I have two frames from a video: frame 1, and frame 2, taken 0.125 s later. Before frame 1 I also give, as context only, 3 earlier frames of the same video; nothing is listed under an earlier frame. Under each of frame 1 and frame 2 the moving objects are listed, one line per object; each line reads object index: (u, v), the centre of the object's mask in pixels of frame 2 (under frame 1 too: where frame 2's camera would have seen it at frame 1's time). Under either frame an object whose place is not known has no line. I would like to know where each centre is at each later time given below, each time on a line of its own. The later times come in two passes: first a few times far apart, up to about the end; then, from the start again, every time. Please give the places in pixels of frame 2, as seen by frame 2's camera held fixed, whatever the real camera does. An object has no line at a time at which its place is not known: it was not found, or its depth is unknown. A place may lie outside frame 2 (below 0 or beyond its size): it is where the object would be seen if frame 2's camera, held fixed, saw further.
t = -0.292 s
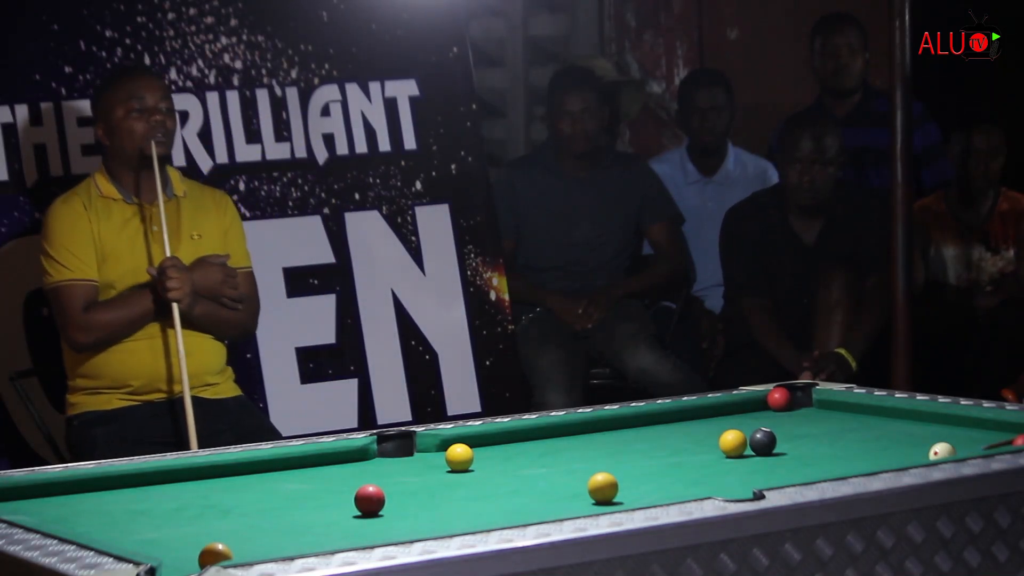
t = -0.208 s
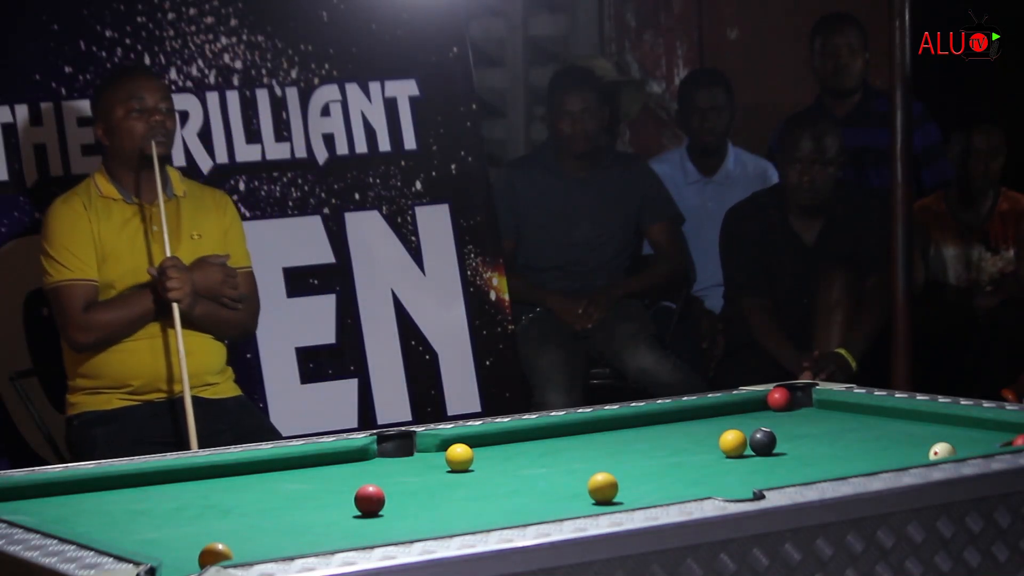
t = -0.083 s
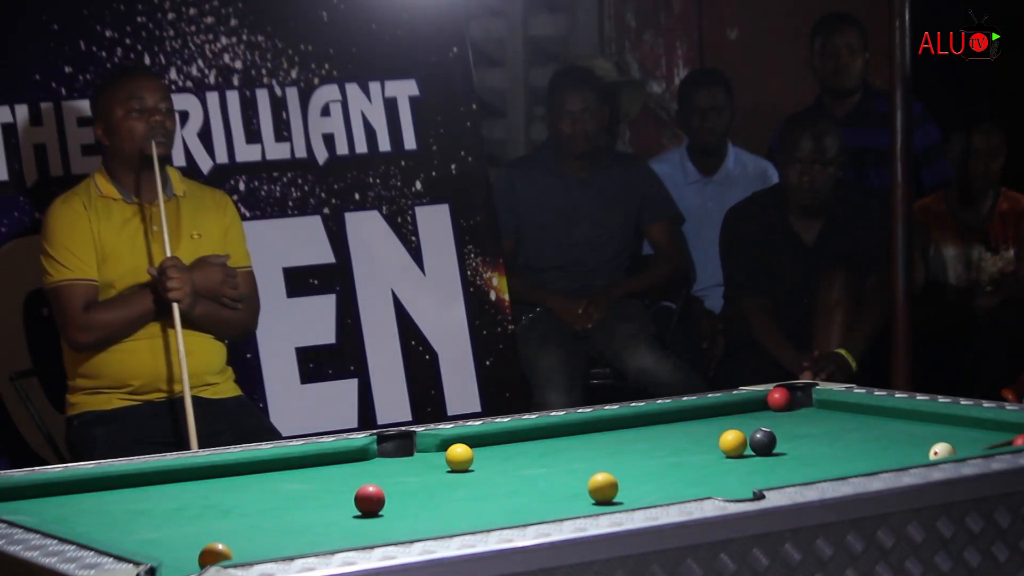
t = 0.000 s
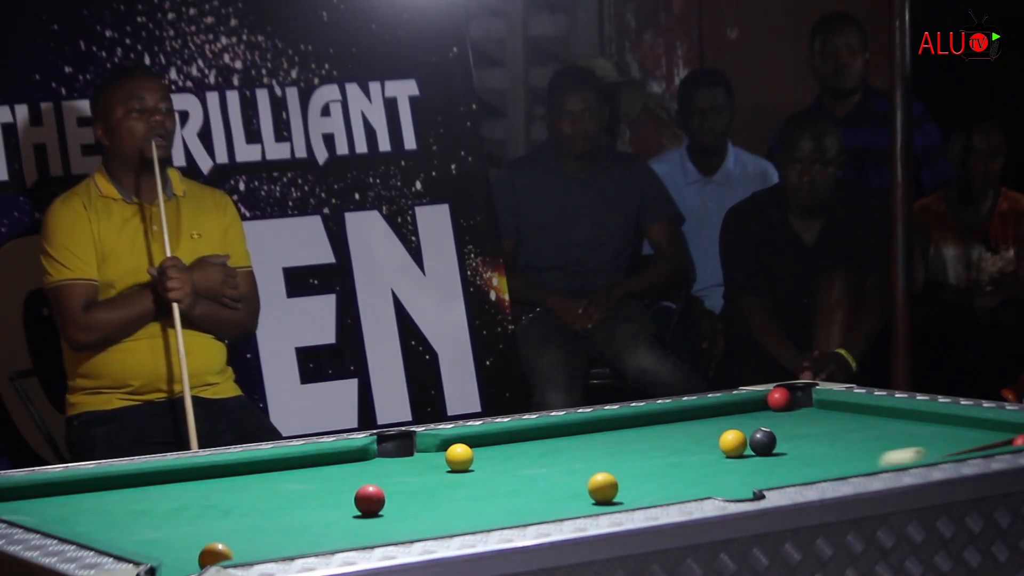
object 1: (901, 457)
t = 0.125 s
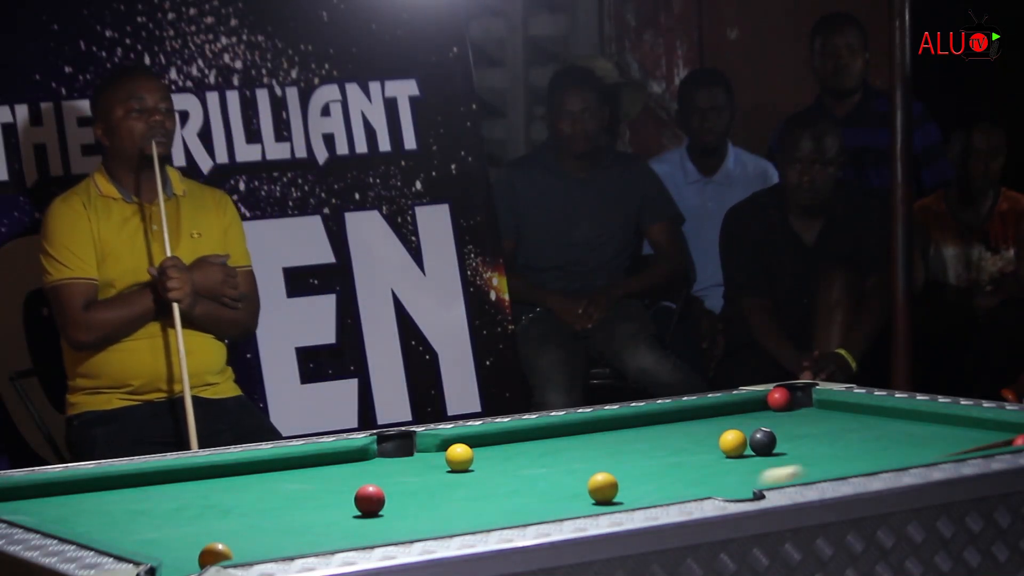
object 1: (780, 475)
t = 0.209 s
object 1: (710, 486)
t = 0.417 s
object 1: (544, 508)
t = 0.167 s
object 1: (743, 483)
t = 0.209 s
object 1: (710, 486)
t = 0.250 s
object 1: (674, 490)
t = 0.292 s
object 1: (642, 494)
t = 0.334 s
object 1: (609, 498)
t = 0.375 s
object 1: (576, 503)
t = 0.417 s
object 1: (544, 508)
